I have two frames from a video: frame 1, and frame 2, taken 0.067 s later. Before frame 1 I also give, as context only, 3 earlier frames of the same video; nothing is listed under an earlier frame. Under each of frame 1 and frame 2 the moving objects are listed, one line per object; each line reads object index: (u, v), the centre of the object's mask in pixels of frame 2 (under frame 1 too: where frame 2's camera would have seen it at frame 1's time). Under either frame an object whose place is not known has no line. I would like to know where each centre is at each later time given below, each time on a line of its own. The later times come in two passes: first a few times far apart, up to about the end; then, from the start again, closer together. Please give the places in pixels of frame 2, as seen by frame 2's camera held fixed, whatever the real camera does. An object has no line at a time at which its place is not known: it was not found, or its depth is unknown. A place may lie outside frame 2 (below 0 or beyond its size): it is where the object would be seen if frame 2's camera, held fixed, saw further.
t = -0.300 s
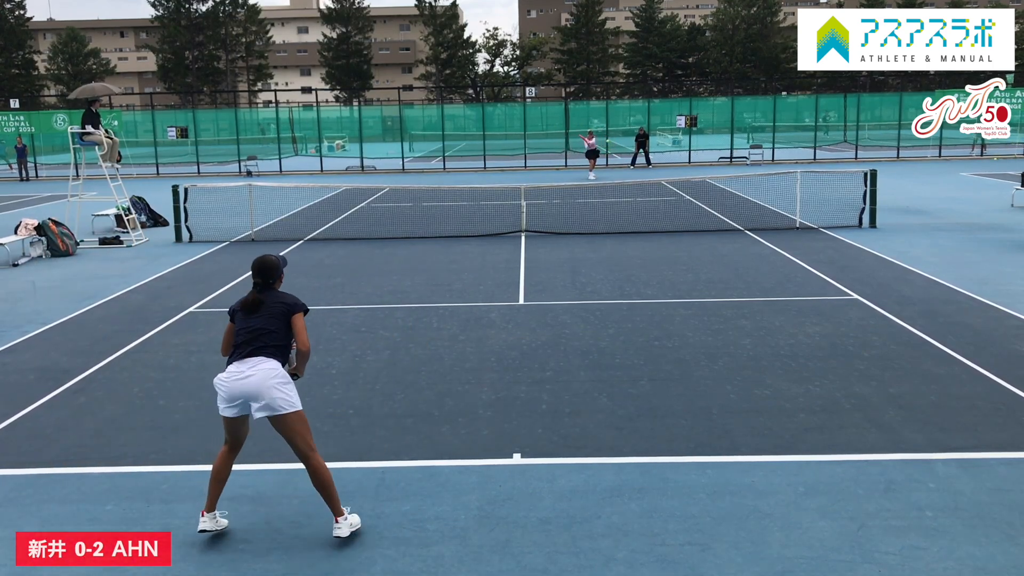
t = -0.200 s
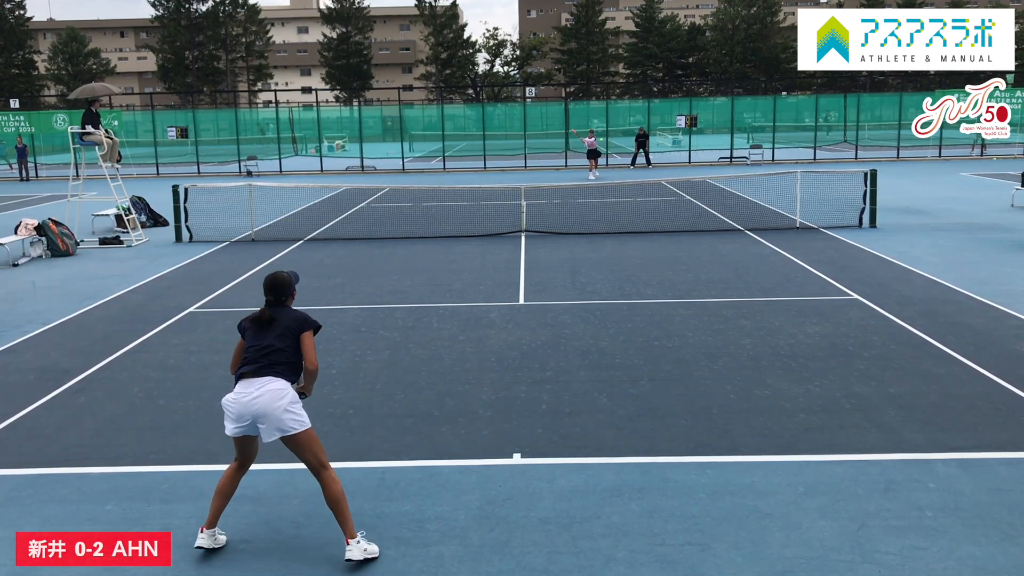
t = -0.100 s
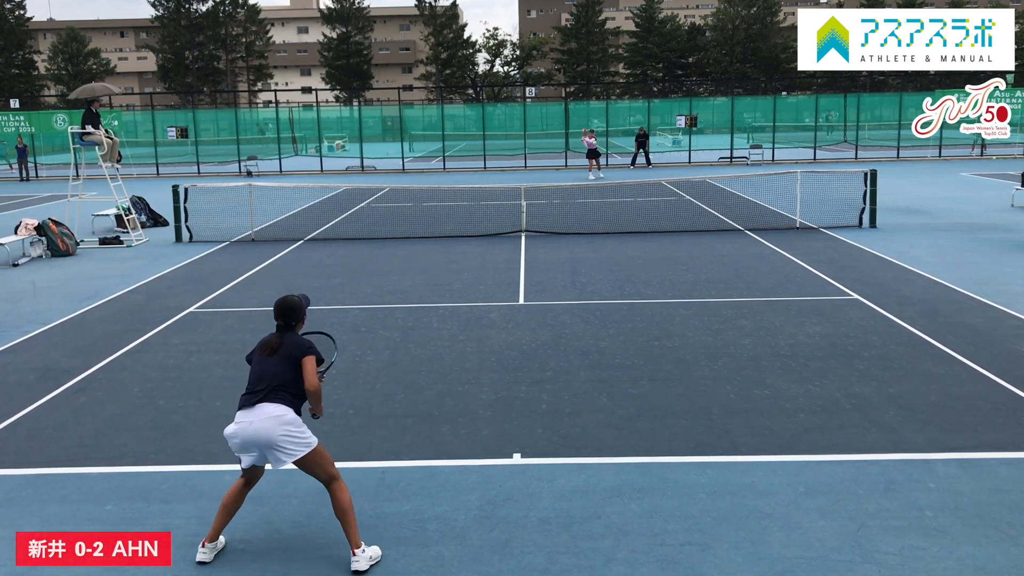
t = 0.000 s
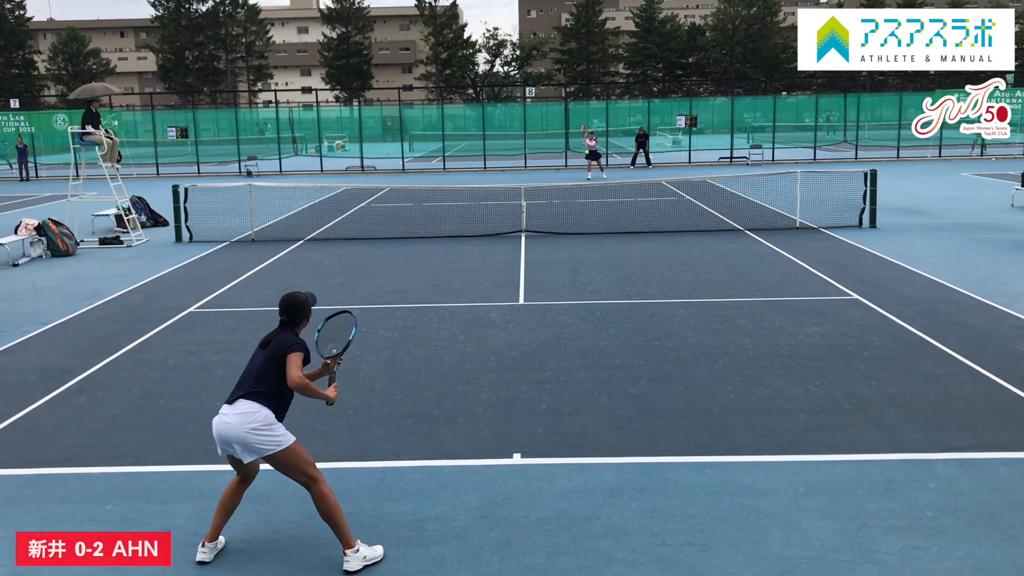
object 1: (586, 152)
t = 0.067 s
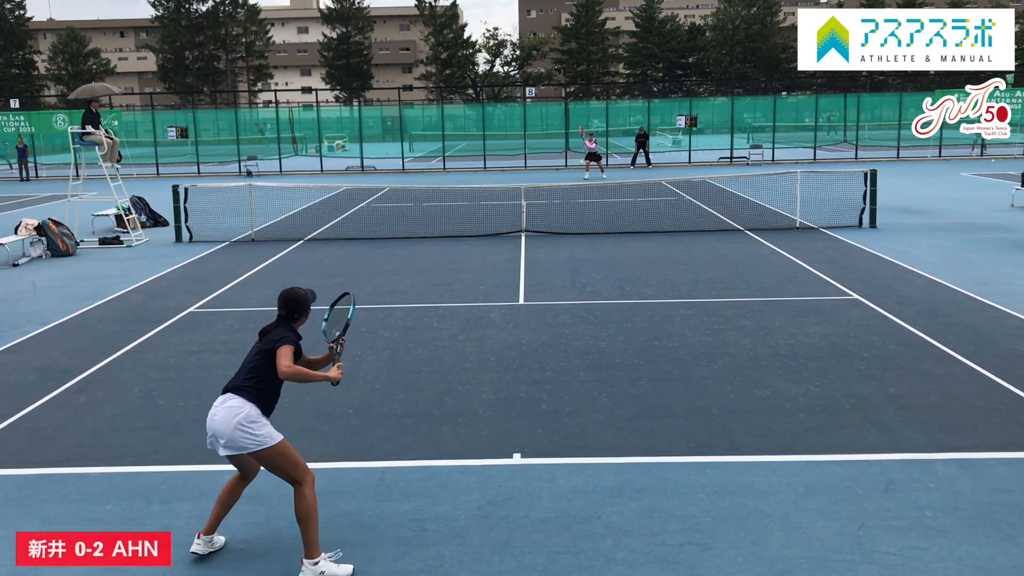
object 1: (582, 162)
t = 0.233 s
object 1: (565, 210)
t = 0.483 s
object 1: (525, 337)
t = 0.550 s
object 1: (511, 335)
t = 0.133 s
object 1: (575, 177)
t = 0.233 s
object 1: (565, 210)
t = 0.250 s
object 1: (563, 217)
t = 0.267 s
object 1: (561, 225)
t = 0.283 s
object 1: (559, 233)
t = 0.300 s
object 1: (556, 242)
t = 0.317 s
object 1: (554, 251)
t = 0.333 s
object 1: (552, 261)
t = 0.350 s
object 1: (549, 272)
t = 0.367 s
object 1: (546, 283)
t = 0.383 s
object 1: (544, 296)
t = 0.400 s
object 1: (541, 309)
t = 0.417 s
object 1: (538, 323)
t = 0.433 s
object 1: (534, 339)
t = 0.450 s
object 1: (532, 340)
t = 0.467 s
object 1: (528, 338)
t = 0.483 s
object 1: (525, 337)
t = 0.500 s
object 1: (522, 336)
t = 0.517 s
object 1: (519, 335)
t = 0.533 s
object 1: (514, 335)
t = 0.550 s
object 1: (511, 335)
